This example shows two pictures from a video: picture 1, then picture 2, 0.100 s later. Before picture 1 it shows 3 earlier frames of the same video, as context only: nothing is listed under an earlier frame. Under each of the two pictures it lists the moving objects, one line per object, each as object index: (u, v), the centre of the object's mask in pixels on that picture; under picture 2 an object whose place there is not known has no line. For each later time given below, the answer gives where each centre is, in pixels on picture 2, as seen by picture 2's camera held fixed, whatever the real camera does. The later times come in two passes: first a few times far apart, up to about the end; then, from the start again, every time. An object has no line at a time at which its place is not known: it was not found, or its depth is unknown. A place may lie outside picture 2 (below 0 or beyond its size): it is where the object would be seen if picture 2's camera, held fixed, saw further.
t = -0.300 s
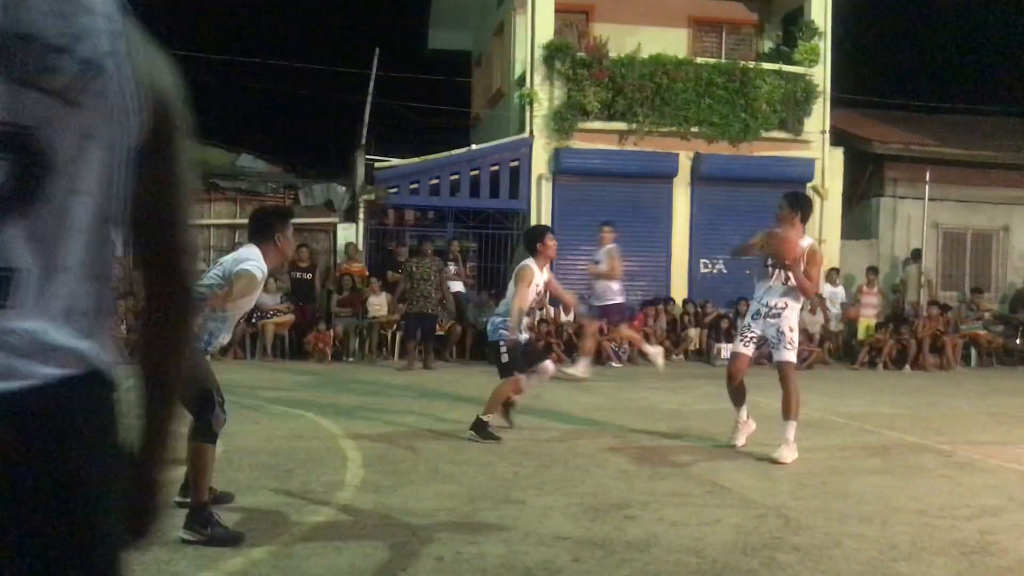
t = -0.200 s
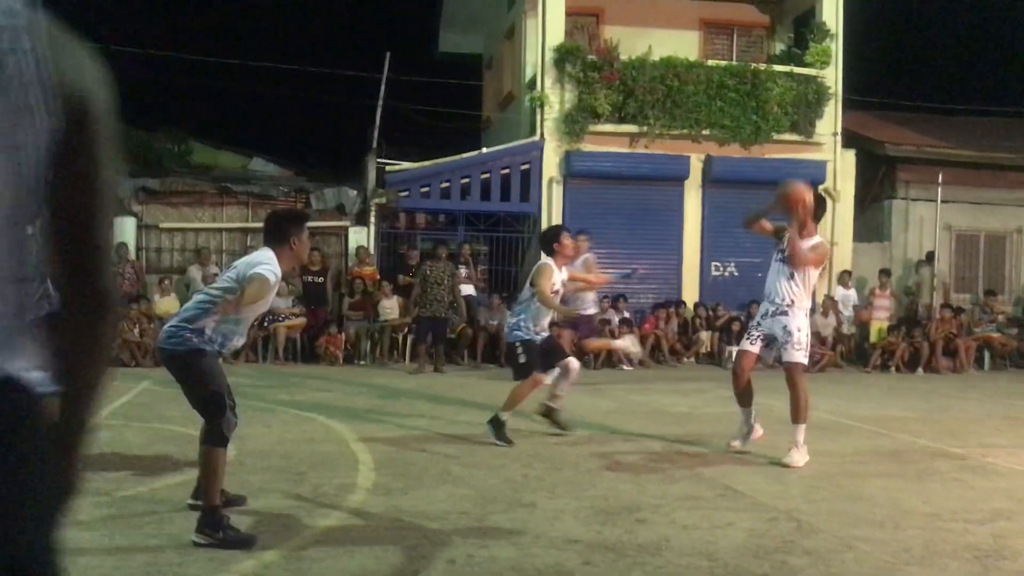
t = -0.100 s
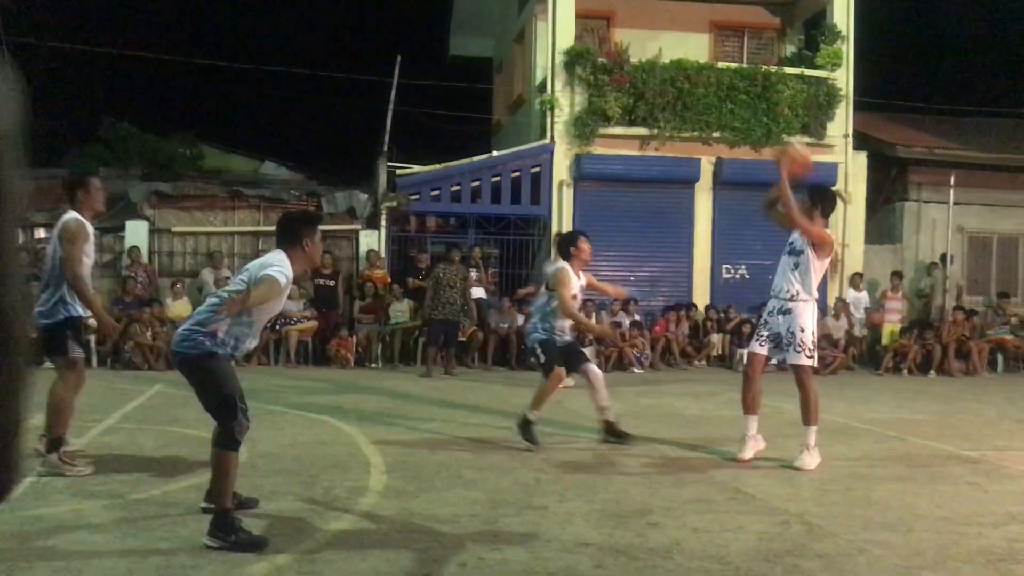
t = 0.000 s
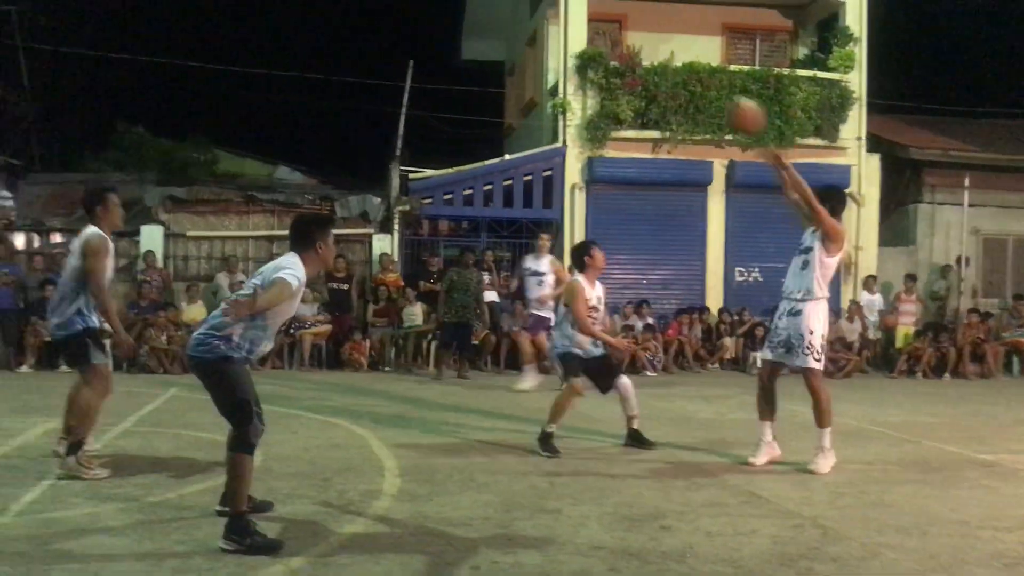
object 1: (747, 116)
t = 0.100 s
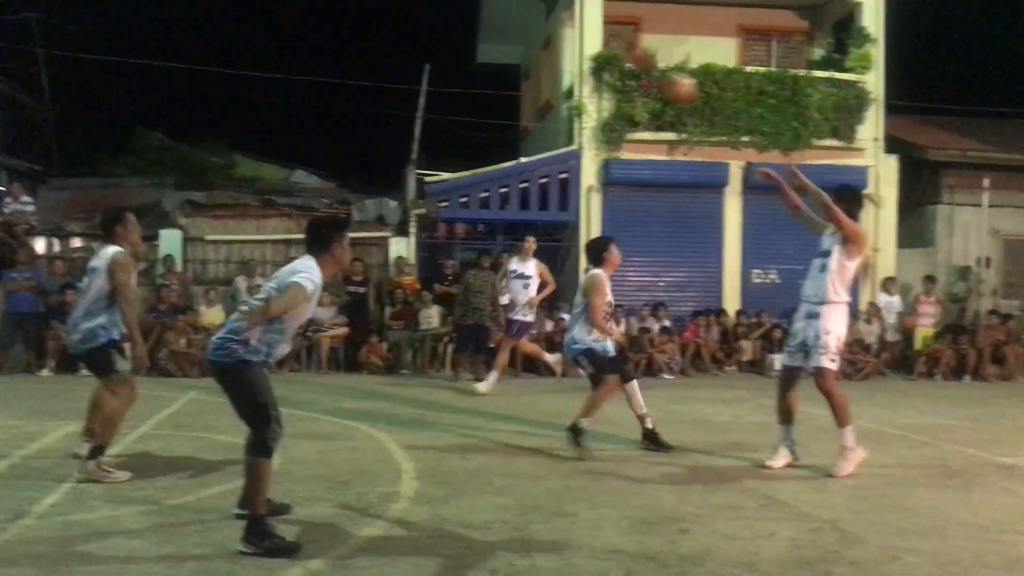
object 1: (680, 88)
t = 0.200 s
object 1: (608, 74)
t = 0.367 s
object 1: (505, 81)
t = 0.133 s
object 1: (655, 82)
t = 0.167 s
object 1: (632, 77)
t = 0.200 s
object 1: (608, 74)
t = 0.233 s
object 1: (586, 74)
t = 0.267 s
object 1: (563, 75)
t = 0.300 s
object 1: (544, 74)
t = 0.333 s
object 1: (524, 77)
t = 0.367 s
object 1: (505, 81)
